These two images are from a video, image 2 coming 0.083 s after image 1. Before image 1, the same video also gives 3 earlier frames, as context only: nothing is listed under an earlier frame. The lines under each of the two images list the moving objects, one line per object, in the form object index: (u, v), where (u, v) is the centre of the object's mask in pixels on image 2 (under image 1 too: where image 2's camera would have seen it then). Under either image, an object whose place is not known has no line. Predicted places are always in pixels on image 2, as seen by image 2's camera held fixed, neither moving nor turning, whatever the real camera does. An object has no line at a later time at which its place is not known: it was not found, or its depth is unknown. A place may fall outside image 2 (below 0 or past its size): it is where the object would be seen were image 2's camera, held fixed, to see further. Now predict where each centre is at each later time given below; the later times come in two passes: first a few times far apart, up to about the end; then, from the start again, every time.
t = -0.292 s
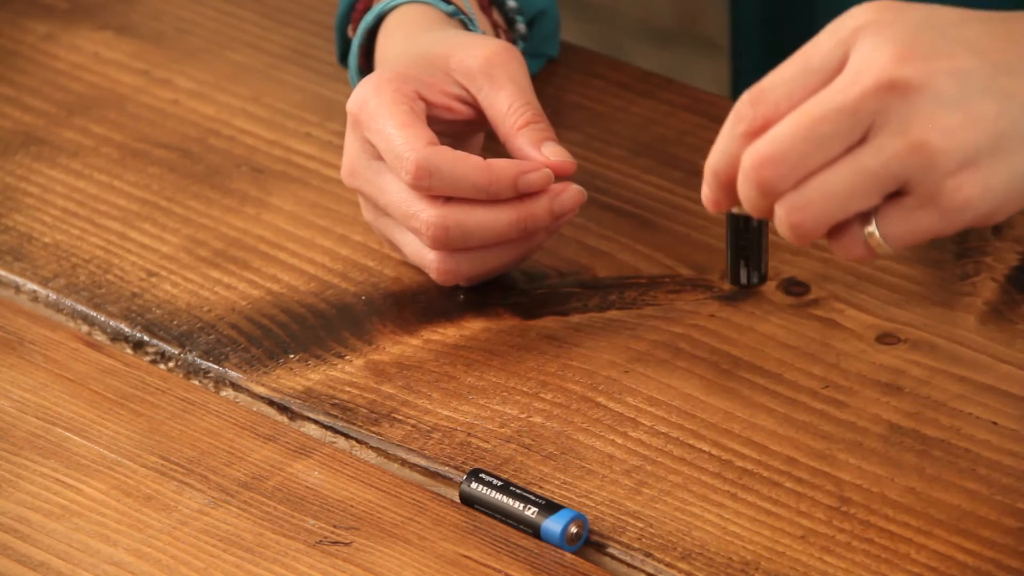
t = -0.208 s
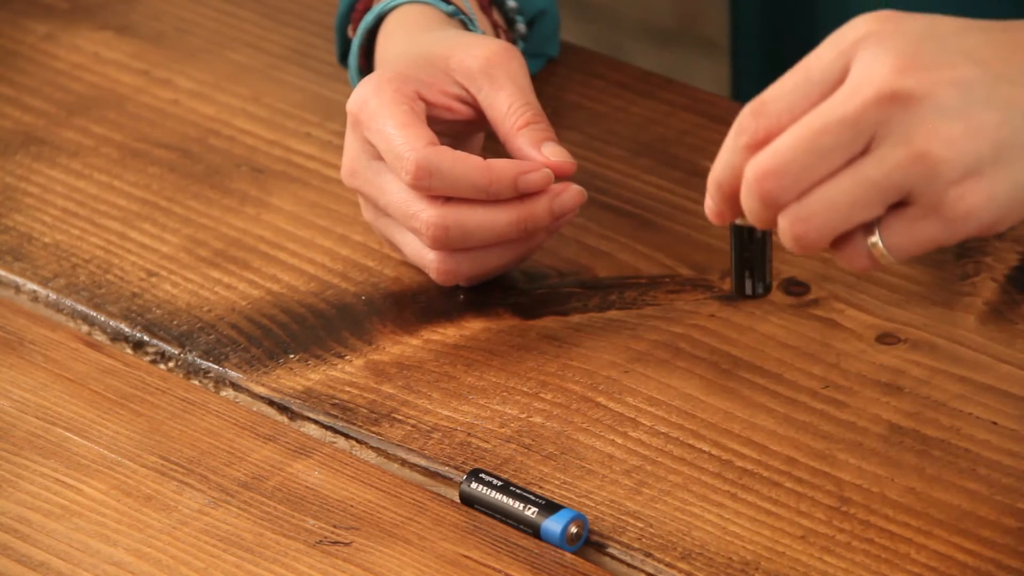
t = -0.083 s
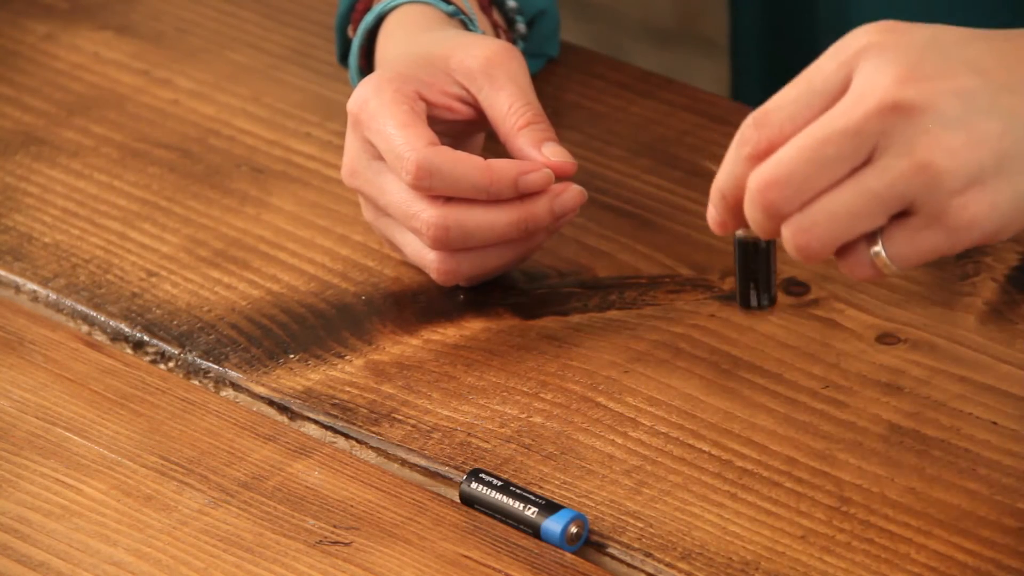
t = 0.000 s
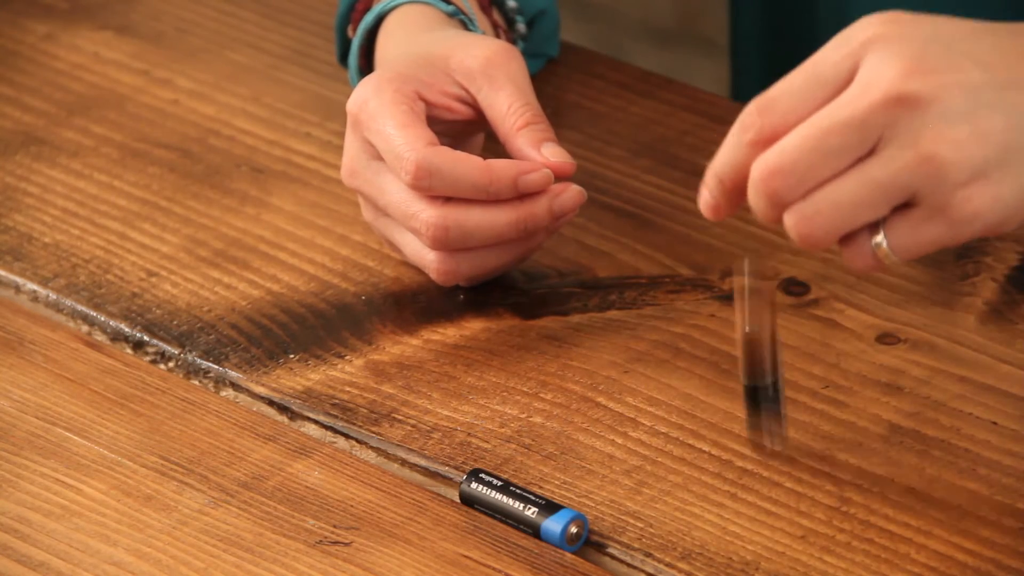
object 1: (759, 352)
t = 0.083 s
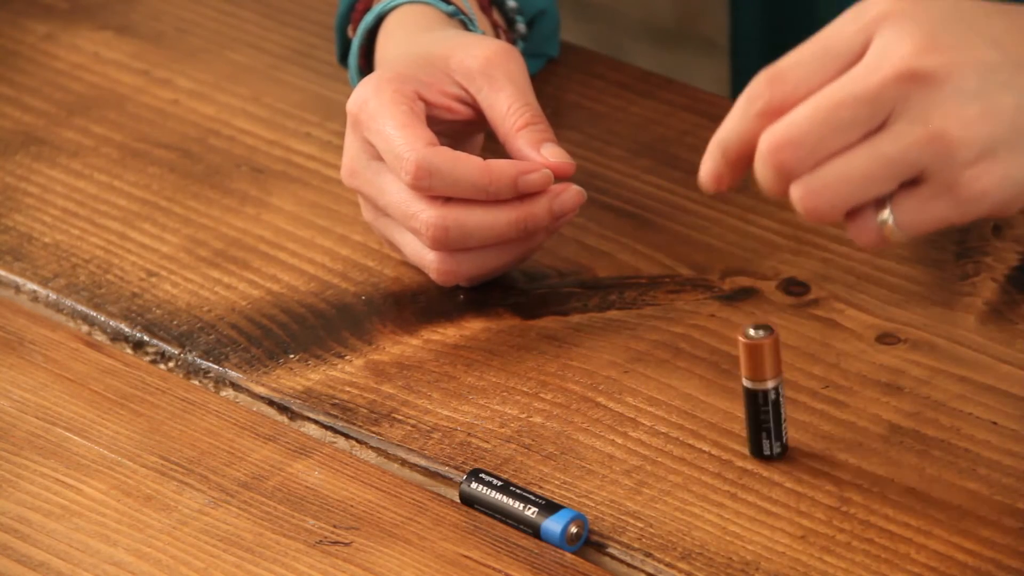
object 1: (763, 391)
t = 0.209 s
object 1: (760, 395)
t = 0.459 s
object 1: (713, 408)
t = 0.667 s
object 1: (649, 469)
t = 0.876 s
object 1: (649, 475)
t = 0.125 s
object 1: (764, 394)
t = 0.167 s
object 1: (763, 394)
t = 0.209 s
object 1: (760, 395)
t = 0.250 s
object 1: (758, 395)
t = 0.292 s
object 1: (755, 395)
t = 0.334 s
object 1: (751, 395)
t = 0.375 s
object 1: (745, 396)
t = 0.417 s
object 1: (733, 398)
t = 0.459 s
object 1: (713, 408)
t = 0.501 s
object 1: (694, 450)
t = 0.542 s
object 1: (682, 447)
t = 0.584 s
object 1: (666, 463)
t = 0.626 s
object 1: (655, 467)
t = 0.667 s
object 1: (649, 469)
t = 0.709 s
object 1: (646, 471)
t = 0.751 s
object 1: (647, 472)
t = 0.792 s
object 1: (647, 473)
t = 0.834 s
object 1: (648, 474)
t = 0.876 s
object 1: (649, 475)
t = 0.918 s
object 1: (649, 475)
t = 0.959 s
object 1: (649, 474)
